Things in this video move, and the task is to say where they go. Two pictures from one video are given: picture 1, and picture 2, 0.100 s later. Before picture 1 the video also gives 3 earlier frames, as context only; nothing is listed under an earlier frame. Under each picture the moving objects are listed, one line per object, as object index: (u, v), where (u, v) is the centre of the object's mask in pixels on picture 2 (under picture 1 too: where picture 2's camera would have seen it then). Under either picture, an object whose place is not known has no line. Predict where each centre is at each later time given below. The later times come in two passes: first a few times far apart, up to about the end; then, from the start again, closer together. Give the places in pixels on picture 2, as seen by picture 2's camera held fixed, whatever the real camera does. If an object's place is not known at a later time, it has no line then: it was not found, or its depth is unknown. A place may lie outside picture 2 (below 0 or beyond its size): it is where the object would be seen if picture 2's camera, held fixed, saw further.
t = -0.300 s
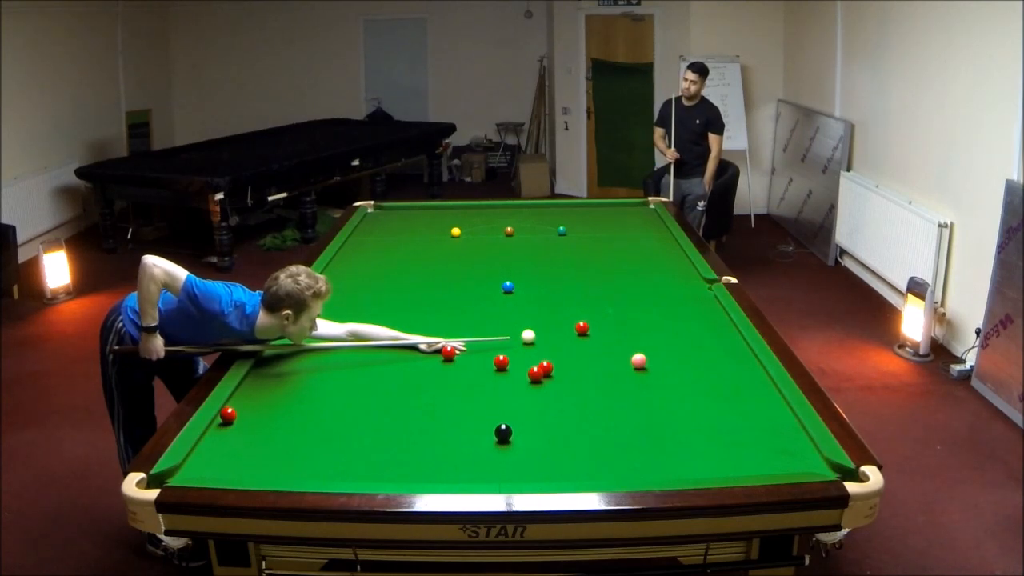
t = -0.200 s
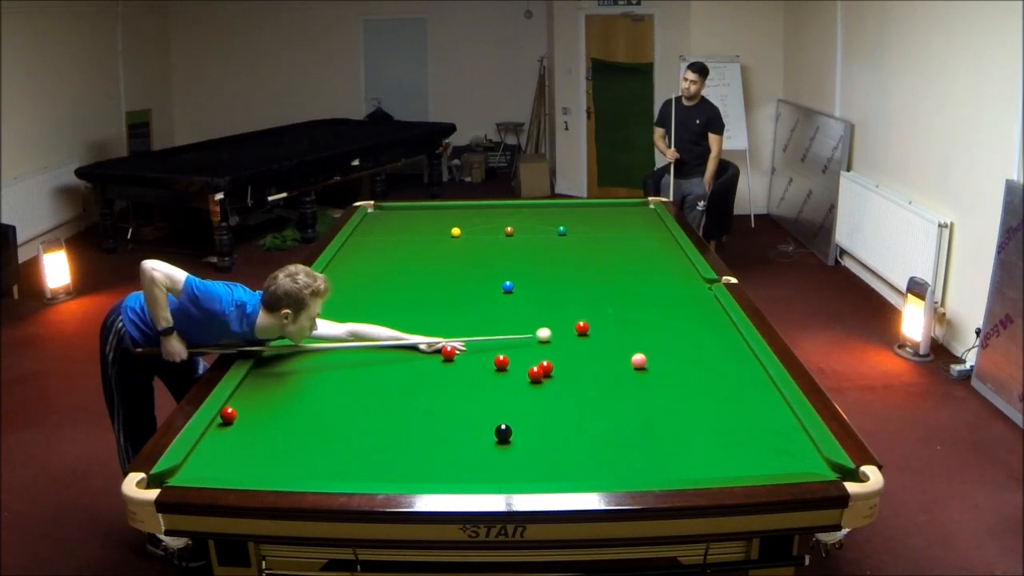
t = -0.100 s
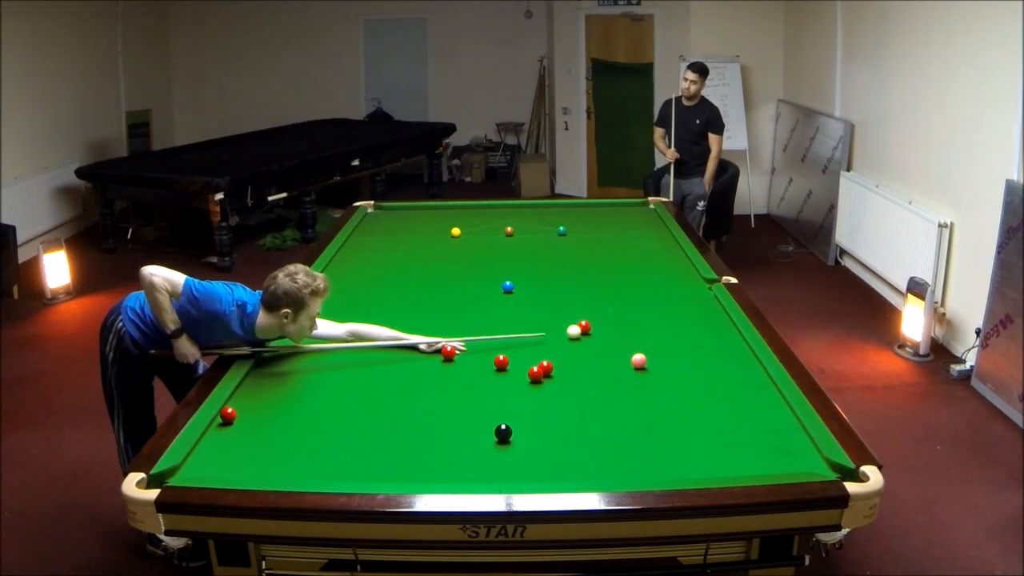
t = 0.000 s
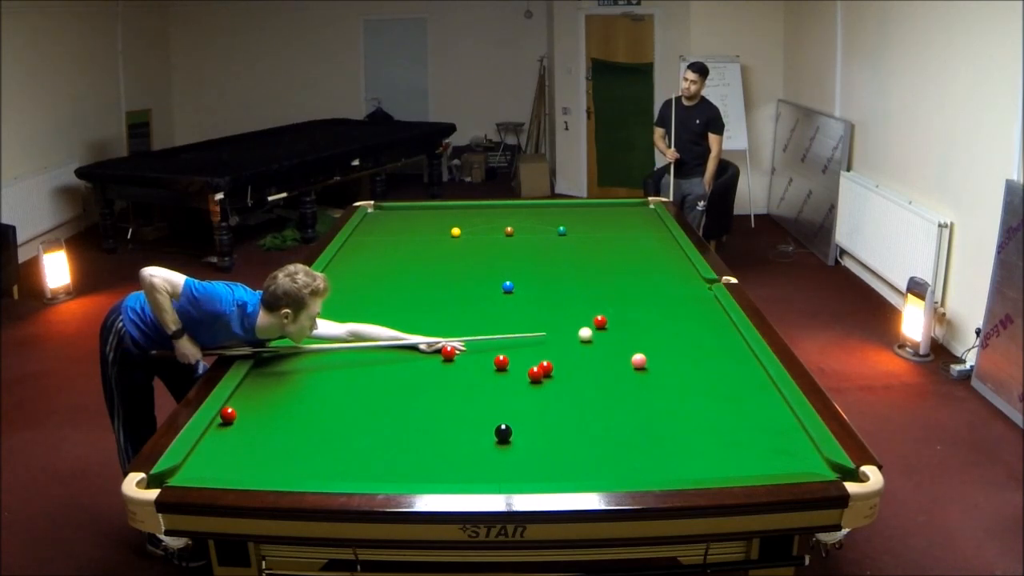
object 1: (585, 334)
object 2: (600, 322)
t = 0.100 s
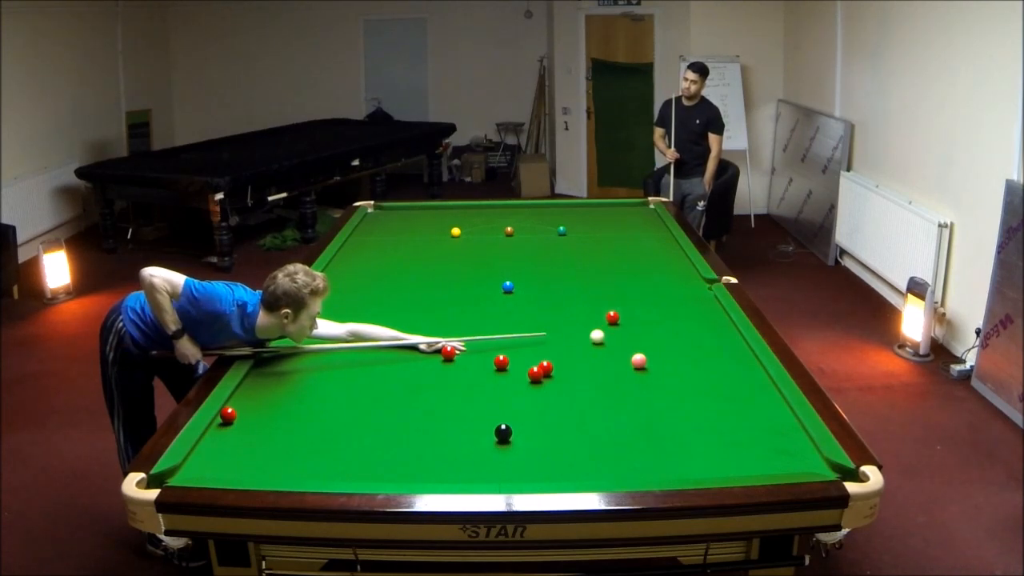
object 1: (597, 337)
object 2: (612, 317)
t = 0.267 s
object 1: (616, 340)
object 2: (630, 311)
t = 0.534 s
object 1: (647, 345)
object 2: (656, 302)
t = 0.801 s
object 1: (677, 351)
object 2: (680, 294)
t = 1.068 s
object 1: (706, 356)
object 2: (701, 286)
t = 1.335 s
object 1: (734, 361)
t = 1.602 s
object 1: (751, 365)
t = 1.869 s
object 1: (739, 370)
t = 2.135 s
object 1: (726, 375)
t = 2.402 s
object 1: (715, 379)
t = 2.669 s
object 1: (704, 383)
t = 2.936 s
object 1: (694, 387)
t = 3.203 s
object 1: (685, 390)
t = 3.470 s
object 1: (677, 393)
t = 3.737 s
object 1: (670, 395)
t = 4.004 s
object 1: (664, 397)
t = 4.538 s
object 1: (656, 399)
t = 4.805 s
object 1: (653, 400)
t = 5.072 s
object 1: (652, 400)
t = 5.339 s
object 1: (652, 400)
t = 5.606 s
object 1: (652, 400)
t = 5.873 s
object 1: (652, 400)
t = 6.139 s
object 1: (652, 400)
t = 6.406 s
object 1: (652, 400)
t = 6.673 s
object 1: (652, 400)
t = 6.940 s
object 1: (652, 400)
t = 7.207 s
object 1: (652, 400)
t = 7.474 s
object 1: (652, 400)
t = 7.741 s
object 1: (652, 400)
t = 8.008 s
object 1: (652, 400)
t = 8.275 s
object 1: (652, 400)
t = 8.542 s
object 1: (652, 400)
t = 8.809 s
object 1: (652, 400)
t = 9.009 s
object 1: (652, 400)
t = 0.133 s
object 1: (601, 337)
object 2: (616, 316)
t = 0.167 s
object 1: (605, 338)
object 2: (619, 315)
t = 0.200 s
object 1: (609, 339)
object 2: (623, 313)
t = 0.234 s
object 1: (612, 339)
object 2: (626, 312)
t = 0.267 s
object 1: (616, 340)
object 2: (630, 311)
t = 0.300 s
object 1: (620, 341)
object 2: (633, 310)
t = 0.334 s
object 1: (624, 341)
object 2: (637, 309)
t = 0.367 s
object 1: (628, 342)
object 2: (640, 308)
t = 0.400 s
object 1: (632, 343)
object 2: (643, 306)
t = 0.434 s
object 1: (636, 343)
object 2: (646, 305)
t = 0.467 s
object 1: (639, 344)
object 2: (650, 304)
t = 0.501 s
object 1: (643, 345)
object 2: (653, 303)
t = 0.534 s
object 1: (647, 345)
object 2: (656, 302)
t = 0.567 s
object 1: (651, 346)
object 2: (659, 301)
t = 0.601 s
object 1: (655, 347)
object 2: (662, 300)
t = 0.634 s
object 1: (658, 347)
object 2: (665, 299)
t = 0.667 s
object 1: (662, 348)
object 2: (668, 298)
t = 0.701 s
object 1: (666, 349)
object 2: (671, 297)
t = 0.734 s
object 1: (670, 349)
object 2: (674, 296)
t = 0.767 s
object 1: (673, 350)
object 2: (677, 295)
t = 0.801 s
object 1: (677, 351)
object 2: (680, 294)
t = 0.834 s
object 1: (681, 352)
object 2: (682, 293)
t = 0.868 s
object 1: (685, 352)
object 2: (685, 292)
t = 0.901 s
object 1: (688, 353)
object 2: (688, 291)
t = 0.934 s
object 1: (692, 353)
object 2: (691, 290)
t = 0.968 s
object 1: (696, 354)
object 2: (693, 289)
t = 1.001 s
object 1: (699, 355)
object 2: (696, 288)
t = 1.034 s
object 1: (703, 355)
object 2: (698, 287)
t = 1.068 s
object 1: (706, 356)
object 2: (701, 286)
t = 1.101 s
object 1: (710, 356)
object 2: (703, 285)
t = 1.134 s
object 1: (713, 357)
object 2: (705, 284)
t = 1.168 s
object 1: (717, 358)
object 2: (708, 283)
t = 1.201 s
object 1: (720, 358)
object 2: (710, 283)
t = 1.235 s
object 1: (724, 359)
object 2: (711, 285)
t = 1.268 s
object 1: (727, 359)
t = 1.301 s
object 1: (731, 360)
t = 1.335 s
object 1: (734, 361)
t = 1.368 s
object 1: (738, 361)
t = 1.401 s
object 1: (741, 362)
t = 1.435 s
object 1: (744, 362)
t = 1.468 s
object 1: (748, 363)
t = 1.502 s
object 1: (751, 363)
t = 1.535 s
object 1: (754, 364)
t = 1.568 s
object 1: (753, 365)
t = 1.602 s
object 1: (751, 365)
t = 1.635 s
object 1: (750, 366)
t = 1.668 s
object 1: (748, 366)
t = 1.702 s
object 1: (746, 367)
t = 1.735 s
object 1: (745, 368)
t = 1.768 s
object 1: (743, 368)
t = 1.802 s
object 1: (742, 369)
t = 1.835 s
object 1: (740, 370)
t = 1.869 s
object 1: (739, 370)
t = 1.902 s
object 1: (737, 371)
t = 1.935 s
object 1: (735, 372)
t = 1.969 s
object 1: (734, 372)
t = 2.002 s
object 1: (732, 373)
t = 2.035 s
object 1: (731, 373)
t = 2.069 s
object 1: (729, 374)
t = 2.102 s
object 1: (728, 375)
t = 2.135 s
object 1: (726, 375)
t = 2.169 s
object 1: (725, 375)
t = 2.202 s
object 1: (723, 376)
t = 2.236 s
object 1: (722, 377)
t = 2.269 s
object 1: (720, 377)
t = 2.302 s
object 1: (719, 378)
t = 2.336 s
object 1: (718, 378)
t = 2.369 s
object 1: (716, 379)
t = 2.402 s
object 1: (715, 379)
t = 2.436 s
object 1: (713, 380)
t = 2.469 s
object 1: (712, 380)
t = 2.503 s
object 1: (710, 381)
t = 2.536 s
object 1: (709, 382)
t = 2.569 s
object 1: (708, 382)
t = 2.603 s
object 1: (706, 383)
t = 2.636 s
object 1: (705, 383)
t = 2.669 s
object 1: (704, 383)
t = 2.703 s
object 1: (702, 384)
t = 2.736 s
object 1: (701, 384)
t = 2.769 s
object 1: (700, 385)
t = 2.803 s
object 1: (699, 385)
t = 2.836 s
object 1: (697, 386)
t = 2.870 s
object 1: (696, 386)
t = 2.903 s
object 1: (695, 387)
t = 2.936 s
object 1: (694, 387)
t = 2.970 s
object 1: (693, 387)
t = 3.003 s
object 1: (691, 388)
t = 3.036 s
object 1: (690, 388)
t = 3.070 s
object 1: (689, 389)
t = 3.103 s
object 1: (688, 389)
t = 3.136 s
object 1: (687, 389)
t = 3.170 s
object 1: (686, 390)
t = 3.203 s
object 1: (685, 390)
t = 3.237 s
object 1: (684, 390)
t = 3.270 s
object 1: (683, 391)
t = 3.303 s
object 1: (682, 391)
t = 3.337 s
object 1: (681, 392)
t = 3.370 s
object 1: (680, 392)
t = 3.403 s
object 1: (679, 392)
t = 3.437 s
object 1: (678, 393)
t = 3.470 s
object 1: (677, 393)
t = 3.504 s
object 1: (676, 393)
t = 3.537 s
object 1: (675, 394)
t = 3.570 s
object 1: (674, 394)
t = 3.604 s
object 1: (673, 394)
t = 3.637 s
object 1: (672, 394)
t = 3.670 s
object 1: (672, 395)
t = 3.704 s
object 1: (671, 395)
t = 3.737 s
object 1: (670, 395)
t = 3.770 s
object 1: (669, 396)
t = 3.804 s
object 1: (668, 396)
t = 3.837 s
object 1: (668, 396)
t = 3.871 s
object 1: (667, 396)
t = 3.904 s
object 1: (666, 396)
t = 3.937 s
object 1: (667, 397)
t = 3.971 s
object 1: (664, 396)
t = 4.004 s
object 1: (664, 397)
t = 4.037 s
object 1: (663, 397)
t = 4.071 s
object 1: (663, 397)
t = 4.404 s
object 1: (655, 398)
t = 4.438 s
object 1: (657, 399)
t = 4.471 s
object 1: (657, 399)
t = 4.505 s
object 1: (656, 399)
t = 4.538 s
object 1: (656, 399)
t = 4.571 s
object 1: (655, 399)
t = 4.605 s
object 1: (655, 399)
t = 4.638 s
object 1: (655, 399)
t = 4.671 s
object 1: (655, 400)
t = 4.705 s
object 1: (654, 399)
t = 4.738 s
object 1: (654, 400)
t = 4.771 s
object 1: (654, 400)
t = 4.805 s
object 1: (653, 400)
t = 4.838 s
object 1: (653, 400)
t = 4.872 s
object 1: (653, 400)
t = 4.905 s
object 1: (653, 400)
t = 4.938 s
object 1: (653, 400)
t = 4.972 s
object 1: (653, 400)
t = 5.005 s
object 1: (653, 400)
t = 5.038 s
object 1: (653, 400)
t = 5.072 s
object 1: (652, 400)
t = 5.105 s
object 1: (652, 400)
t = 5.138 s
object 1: (652, 400)
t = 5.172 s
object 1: (652, 400)
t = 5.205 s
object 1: (652, 400)
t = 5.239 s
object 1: (652, 400)
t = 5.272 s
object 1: (652, 400)
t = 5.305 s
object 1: (652, 400)
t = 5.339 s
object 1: (652, 400)
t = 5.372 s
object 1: (652, 400)
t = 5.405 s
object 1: (652, 400)
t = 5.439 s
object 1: (652, 400)
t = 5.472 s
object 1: (652, 400)
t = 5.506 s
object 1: (652, 400)
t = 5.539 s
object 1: (652, 400)
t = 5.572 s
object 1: (652, 400)
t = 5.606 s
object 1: (652, 400)
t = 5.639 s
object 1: (652, 400)
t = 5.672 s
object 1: (652, 400)
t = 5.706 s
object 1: (652, 400)
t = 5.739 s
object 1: (652, 400)
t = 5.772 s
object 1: (652, 400)
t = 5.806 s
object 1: (652, 400)
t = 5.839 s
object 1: (652, 400)
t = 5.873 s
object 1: (652, 400)
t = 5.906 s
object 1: (652, 400)
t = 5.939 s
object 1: (652, 400)
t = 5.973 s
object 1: (652, 400)
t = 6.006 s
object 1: (652, 400)
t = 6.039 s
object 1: (652, 400)
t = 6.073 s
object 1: (652, 400)
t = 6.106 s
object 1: (652, 400)
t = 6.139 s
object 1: (652, 400)
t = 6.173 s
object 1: (652, 400)
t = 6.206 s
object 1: (652, 400)
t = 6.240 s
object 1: (652, 400)
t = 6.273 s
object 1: (652, 400)
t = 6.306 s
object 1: (652, 400)
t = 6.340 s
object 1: (652, 400)
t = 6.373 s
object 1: (652, 400)
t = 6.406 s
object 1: (652, 400)
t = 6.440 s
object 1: (652, 400)
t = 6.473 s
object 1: (652, 400)
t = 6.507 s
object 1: (652, 400)
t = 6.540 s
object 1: (652, 400)
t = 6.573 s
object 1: (652, 400)
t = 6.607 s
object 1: (652, 400)
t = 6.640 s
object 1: (652, 400)
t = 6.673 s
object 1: (652, 400)
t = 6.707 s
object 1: (652, 400)
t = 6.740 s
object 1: (652, 400)
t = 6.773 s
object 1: (652, 400)
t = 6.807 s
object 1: (652, 400)
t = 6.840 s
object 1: (652, 400)
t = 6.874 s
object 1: (652, 400)
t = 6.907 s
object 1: (652, 400)
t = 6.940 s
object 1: (652, 400)
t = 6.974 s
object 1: (652, 400)
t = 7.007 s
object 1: (652, 400)
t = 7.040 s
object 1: (652, 400)
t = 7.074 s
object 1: (652, 400)
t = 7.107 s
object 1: (652, 400)
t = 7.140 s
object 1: (652, 400)
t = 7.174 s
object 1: (652, 400)
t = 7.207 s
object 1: (652, 400)
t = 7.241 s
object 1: (652, 400)
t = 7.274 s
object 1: (652, 400)
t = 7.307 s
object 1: (652, 400)
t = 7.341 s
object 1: (652, 400)
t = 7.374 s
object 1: (652, 400)
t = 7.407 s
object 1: (652, 400)
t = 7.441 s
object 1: (652, 400)
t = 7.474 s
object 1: (652, 400)
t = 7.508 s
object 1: (652, 400)
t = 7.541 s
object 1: (652, 400)
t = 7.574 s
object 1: (652, 400)
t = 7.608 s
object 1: (652, 400)
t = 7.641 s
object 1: (652, 400)
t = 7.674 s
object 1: (652, 400)
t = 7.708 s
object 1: (652, 400)
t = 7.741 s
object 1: (652, 400)
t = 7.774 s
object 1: (652, 400)
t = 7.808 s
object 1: (652, 400)
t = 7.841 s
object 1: (652, 400)
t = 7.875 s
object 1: (652, 400)
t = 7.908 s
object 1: (652, 400)
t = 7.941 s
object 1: (652, 400)
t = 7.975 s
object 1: (652, 400)
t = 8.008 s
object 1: (652, 400)
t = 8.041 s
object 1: (652, 400)
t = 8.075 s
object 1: (652, 400)
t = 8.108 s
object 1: (652, 400)
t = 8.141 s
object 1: (652, 400)
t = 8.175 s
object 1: (652, 400)
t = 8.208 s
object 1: (652, 400)
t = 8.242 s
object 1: (652, 400)
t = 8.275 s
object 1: (652, 400)
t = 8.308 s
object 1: (652, 400)
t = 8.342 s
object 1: (652, 400)
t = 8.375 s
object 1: (652, 400)
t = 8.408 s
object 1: (652, 400)
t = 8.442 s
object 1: (652, 400)
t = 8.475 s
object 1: (652, 400)
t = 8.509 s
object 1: (652, 400)
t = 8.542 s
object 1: (652, 400)
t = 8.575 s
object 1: (652, 400)
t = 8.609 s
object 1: (652, 400)
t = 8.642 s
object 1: (652, 400)
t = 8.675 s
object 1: (652, 400)
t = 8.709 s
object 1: (652, 400)
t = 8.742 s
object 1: (652, 400)
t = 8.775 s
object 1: (652, 400)
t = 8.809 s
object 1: (652, 400)
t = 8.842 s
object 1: (652, 400)
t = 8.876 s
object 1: (652, 400)
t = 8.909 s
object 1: (652, 400)
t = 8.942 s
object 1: (652, 400)
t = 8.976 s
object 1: (652, 400)
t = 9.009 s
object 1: (652, 400)
